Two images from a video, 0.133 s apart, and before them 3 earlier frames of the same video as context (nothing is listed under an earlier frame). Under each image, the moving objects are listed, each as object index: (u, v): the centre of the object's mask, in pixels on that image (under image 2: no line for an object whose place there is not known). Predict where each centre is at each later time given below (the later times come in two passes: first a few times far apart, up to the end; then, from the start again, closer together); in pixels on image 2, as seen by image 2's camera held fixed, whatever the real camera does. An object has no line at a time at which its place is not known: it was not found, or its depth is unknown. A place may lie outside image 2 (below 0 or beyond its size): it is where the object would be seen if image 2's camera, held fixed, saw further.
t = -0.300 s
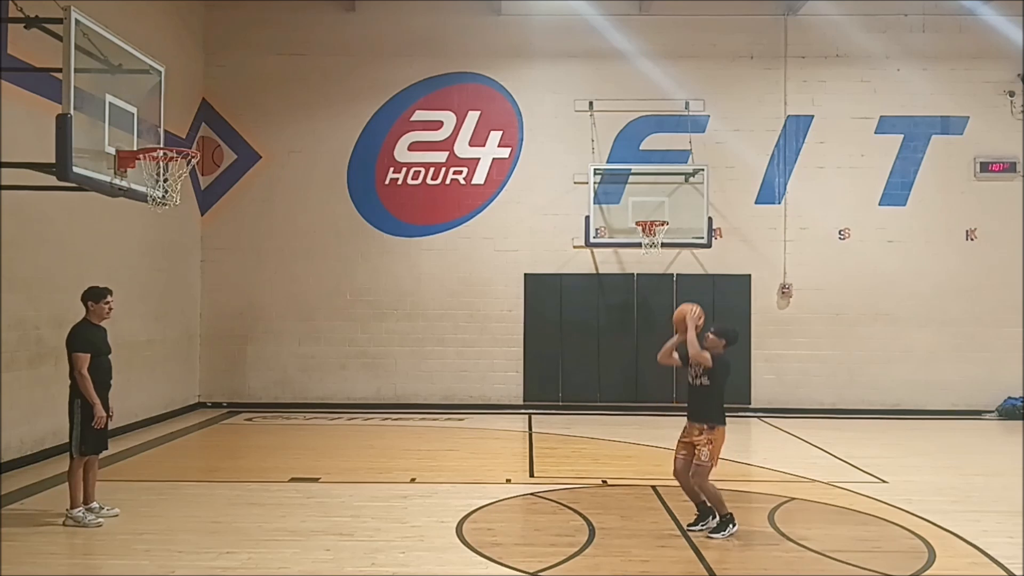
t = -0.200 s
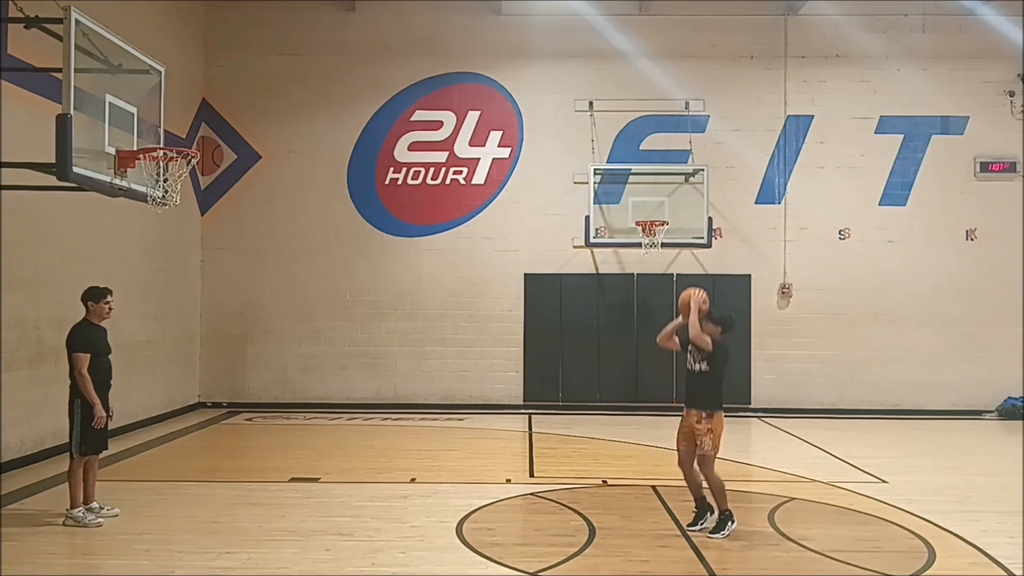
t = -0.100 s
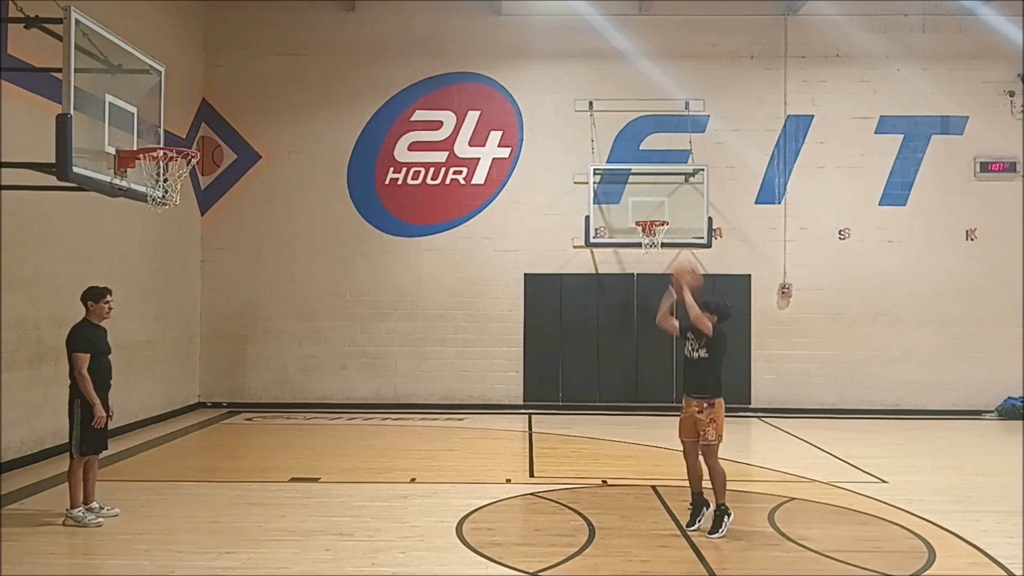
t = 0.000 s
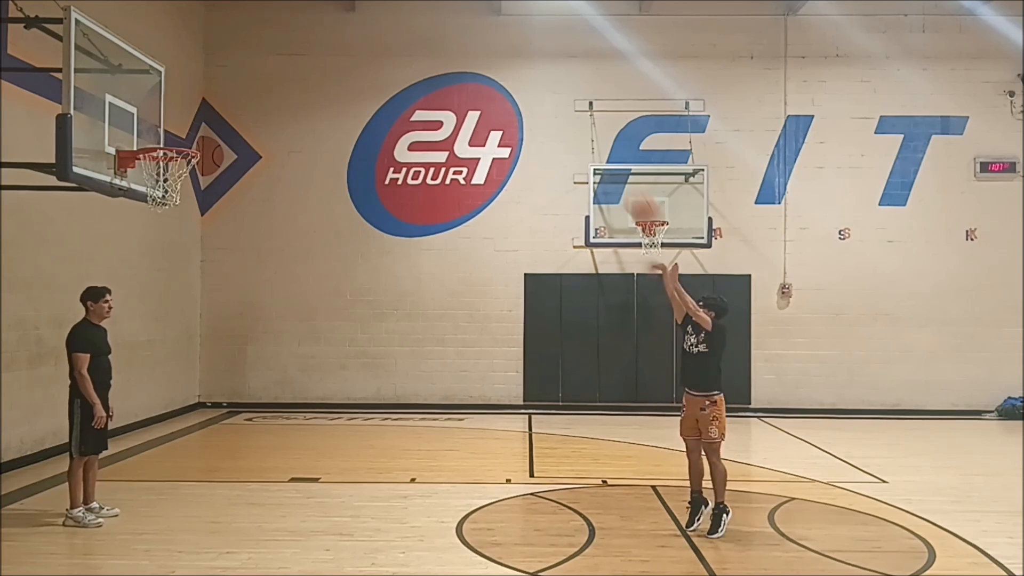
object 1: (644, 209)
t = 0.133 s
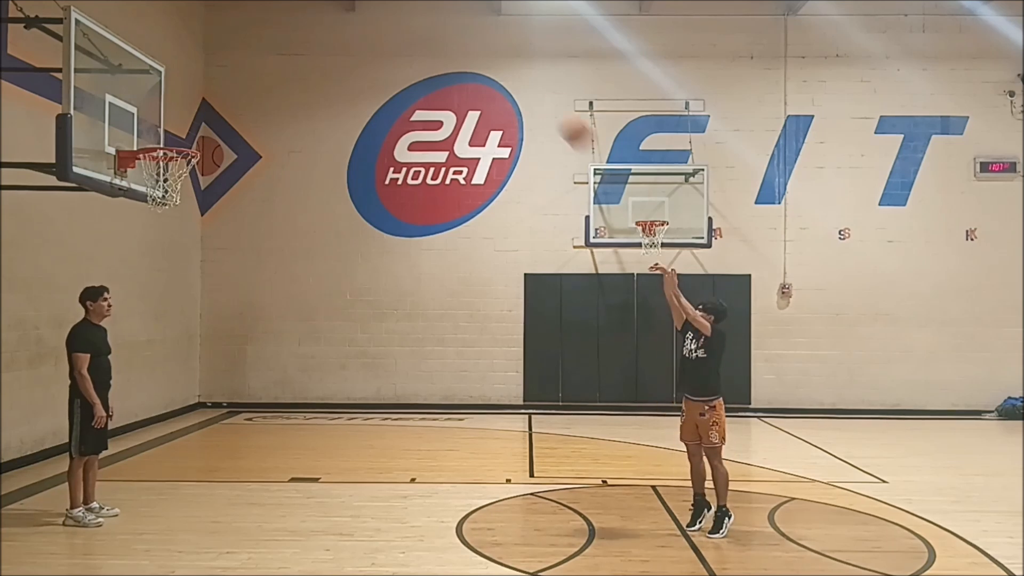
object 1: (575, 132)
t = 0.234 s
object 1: (528, 87)
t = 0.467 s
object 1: (414, 31)
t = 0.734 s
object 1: (286, 46)
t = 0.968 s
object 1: (175, 132)
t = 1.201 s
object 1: (195, 170)
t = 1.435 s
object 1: (183, 192)
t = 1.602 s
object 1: (156, 238)
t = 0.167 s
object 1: (559, 117)
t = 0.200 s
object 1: (544, 102)
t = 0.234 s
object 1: (528, 87)
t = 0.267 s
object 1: (511, 73)
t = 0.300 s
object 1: (494, 63)
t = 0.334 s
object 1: (479, 55)
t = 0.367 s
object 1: (463, 47)
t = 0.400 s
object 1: (446, 39)
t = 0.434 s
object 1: (431, 35)
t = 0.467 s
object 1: (414, 31)
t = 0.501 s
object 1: (398, 27)
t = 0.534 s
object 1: (382, 26)
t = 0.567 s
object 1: (366, 27)
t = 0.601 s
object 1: (350, 28)
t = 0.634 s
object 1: (335, 30)
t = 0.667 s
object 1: (319, 34)
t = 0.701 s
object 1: (302, 40)
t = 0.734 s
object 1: (286, 46)
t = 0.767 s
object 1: (270, 55)
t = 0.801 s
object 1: (254, 64)
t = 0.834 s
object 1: (238, 74)
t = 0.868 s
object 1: (222, 86)
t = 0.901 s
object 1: (205, 100)
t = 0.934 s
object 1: (190, 115)
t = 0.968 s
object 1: (175, 132)
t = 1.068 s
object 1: (179, 172)
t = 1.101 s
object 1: (188, 181)
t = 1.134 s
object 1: (192, 179)
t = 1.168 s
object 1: (194, 173)
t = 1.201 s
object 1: (195, 170)
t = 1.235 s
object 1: (195, 167)
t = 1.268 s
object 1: (195, 168)
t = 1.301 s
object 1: (195, 173)
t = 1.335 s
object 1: (191, 178)
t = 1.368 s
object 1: (190, 183)
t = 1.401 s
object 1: (187, 188)
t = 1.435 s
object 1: (183, 192)
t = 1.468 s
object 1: (179, 195)
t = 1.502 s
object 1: (172, 213)
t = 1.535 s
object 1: (167, 218)
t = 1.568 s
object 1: (161, 226)
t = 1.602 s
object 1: (156, 238)
